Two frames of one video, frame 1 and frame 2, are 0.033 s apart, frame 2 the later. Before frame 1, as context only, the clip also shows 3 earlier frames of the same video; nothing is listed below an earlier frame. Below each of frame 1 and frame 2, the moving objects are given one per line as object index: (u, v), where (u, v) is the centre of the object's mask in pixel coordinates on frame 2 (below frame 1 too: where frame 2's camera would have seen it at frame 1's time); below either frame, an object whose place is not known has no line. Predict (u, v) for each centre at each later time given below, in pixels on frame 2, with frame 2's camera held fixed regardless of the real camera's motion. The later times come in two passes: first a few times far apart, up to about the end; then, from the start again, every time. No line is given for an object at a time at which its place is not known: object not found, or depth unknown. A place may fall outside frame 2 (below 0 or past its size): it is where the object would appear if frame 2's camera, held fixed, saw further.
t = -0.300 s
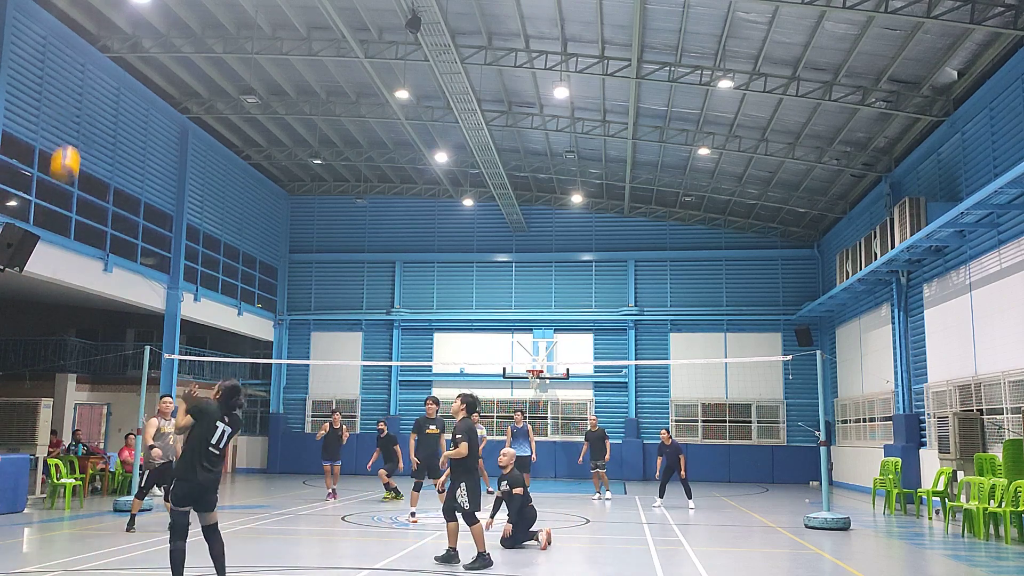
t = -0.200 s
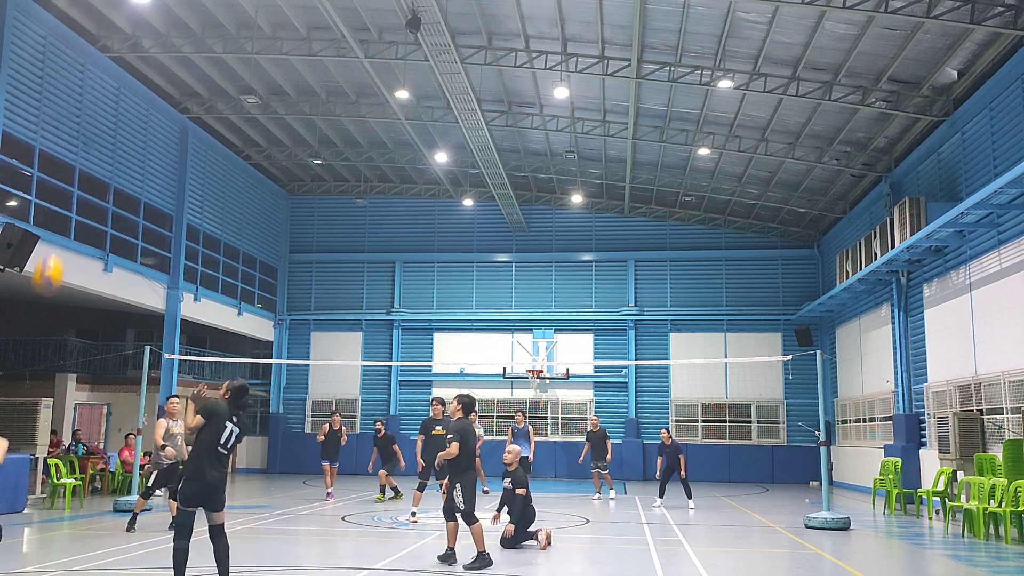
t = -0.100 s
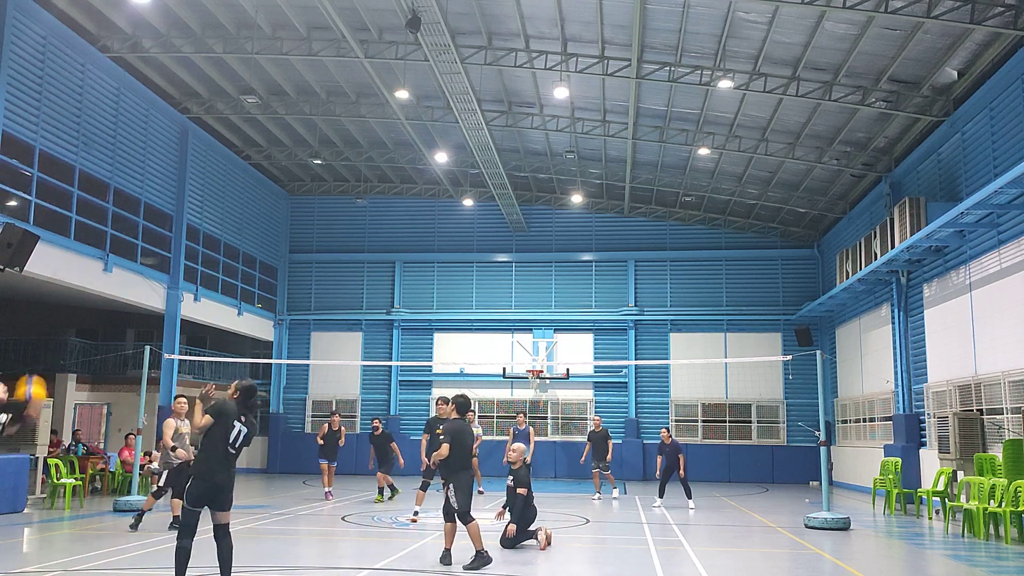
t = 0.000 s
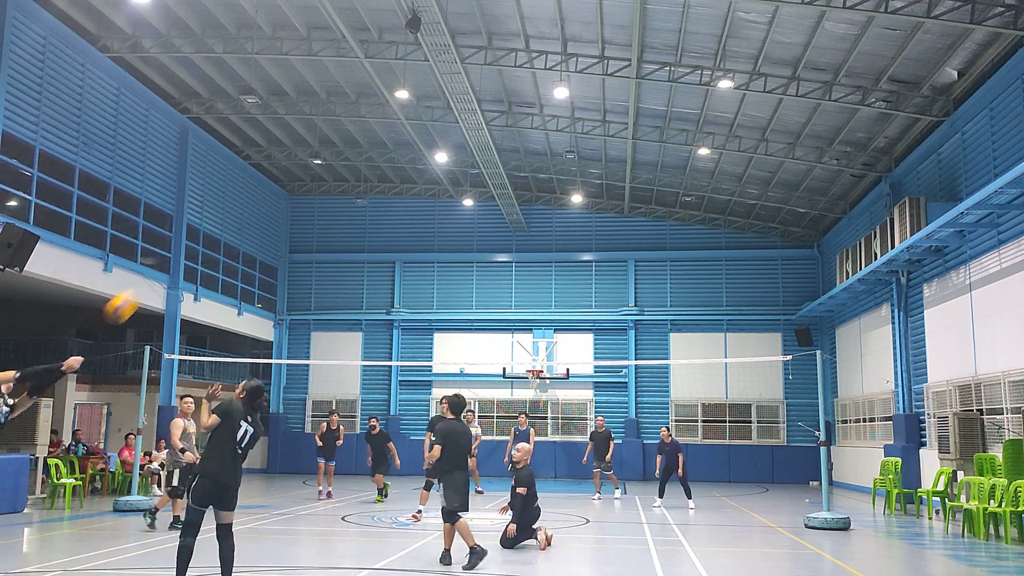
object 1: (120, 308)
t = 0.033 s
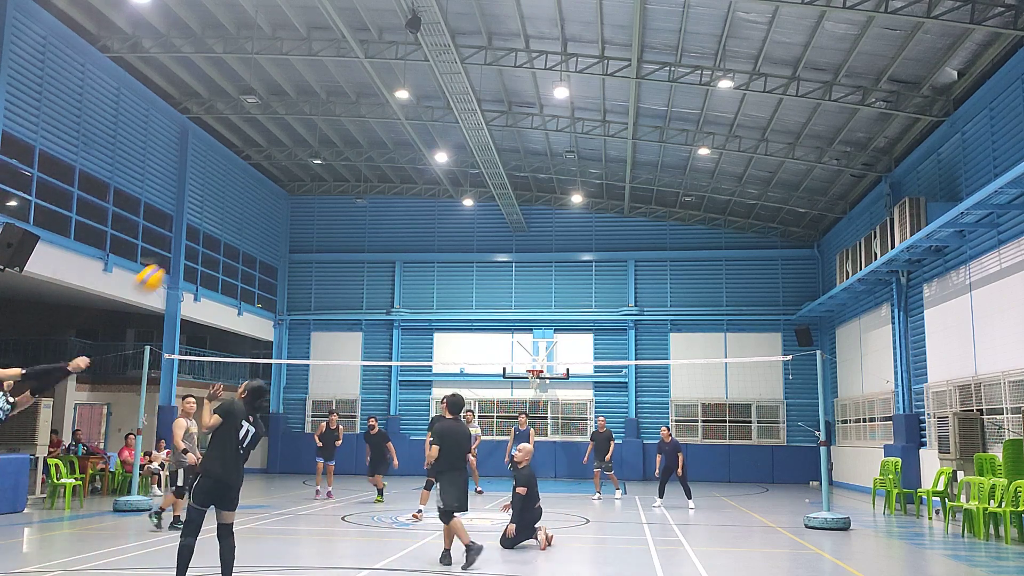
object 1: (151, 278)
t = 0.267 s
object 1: (284, 179)
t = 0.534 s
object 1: (375, 159)
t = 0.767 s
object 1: (427, 185)
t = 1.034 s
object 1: (469, 244)
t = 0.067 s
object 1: (173, 258)
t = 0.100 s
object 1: (196, 240)
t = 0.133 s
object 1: (216, 223)
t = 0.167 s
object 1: (235, 209)
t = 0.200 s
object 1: (252, 197)
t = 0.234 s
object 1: (269, 187)
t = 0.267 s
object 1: (284, 179)
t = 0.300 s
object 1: (298, 173)
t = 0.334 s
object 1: (311, 168)
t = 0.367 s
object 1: (323, 164)
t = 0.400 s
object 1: (335, 161)
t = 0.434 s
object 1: (346, 159)
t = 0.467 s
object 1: (356, 158)
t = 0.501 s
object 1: (366, 158)
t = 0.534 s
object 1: (375, 159)
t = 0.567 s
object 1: (384, 161)
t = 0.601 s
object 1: (392, 163)
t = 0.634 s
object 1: (400, 166)
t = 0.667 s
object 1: (408, 170)
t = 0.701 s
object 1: (415, 174)
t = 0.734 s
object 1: (421, 179)
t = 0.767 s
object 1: (427, 185)
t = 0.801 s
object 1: (434, 191)
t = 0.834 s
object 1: (439, 197)
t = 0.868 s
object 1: (445, 204)
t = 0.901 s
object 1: (450, 211)
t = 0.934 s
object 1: (455, 219)
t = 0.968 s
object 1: (460, 227)
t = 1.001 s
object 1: (465, 236)
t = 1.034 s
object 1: (469, 244)
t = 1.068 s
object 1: (473, 253)
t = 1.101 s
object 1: (478, 263)
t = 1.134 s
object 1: (481, 273)
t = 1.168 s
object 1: (485, 283)
